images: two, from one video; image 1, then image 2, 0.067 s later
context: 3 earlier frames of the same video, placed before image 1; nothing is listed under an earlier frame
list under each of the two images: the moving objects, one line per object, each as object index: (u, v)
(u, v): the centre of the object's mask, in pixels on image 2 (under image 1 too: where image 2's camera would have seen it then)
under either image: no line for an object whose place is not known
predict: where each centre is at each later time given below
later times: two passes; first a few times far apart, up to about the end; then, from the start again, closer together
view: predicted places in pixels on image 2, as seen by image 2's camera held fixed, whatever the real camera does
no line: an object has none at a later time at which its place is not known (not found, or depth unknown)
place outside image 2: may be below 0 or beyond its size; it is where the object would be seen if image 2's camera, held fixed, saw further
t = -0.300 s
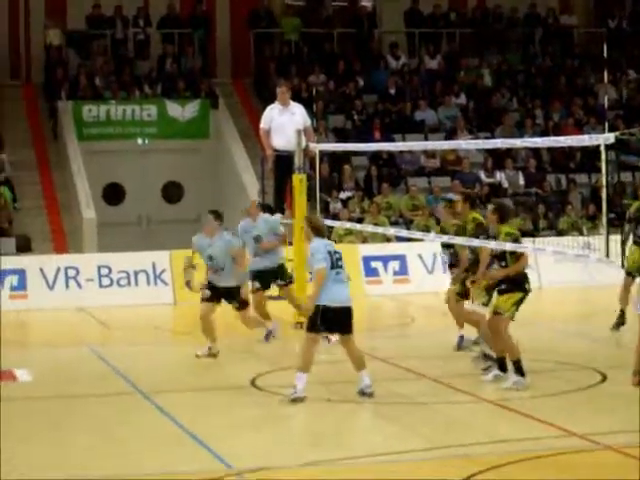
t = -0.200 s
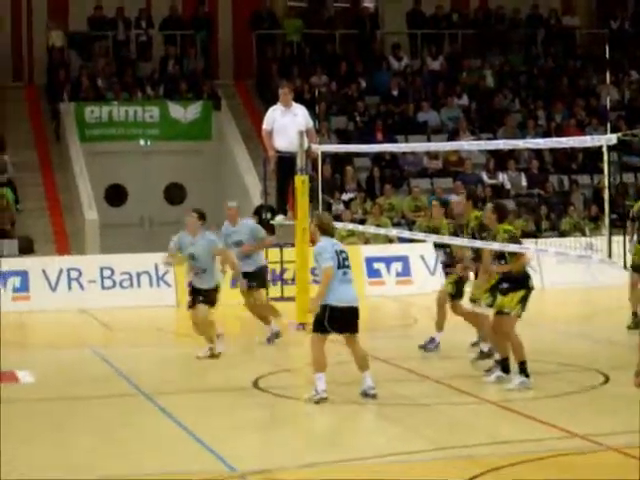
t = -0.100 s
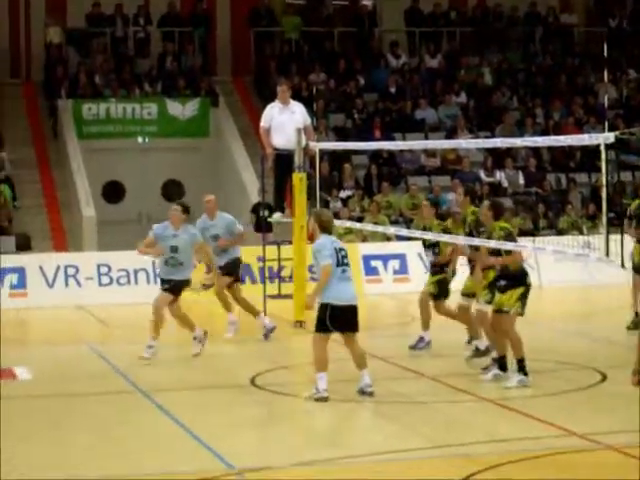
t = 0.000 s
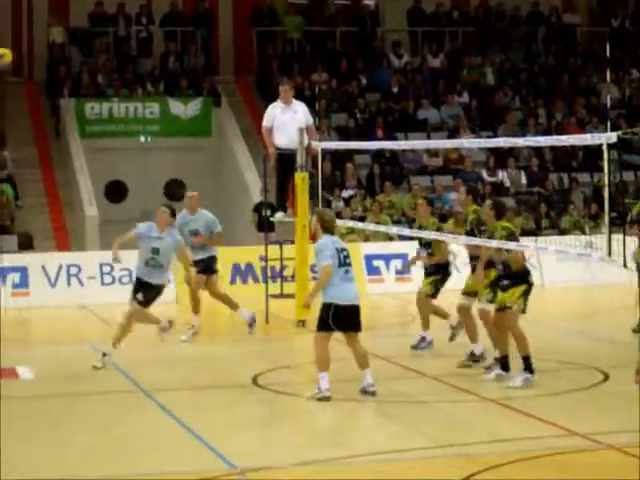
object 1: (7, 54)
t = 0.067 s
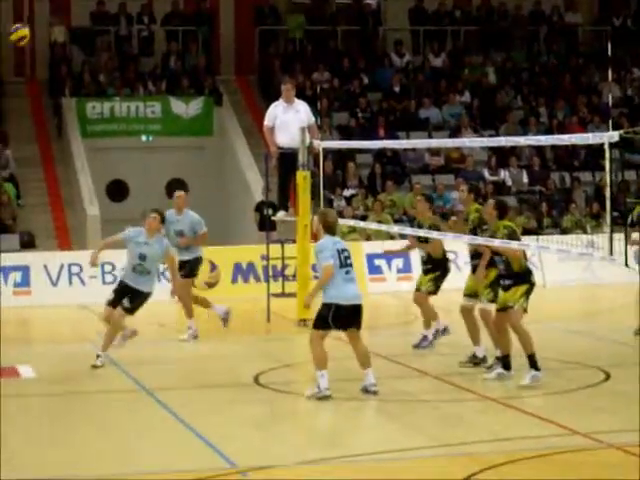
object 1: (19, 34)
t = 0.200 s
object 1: (51, 3)
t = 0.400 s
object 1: (102, -11)
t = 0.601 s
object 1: (152, 15)
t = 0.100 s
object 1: (27, 24)
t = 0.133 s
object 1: (35, 16)
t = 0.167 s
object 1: (45, 10)
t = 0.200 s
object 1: (51, 3)
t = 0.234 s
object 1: (59, -2)
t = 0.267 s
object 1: (68, -6)
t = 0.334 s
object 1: (86, -13)
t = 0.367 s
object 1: (93, -13)
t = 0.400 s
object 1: (102, -11)
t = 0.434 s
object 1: (109, -9)
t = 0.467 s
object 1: (116, -7)
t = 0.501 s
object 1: (124, -3)
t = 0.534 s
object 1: (133, 2)
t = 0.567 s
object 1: (143, 8)
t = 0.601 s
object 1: (152, 15)
